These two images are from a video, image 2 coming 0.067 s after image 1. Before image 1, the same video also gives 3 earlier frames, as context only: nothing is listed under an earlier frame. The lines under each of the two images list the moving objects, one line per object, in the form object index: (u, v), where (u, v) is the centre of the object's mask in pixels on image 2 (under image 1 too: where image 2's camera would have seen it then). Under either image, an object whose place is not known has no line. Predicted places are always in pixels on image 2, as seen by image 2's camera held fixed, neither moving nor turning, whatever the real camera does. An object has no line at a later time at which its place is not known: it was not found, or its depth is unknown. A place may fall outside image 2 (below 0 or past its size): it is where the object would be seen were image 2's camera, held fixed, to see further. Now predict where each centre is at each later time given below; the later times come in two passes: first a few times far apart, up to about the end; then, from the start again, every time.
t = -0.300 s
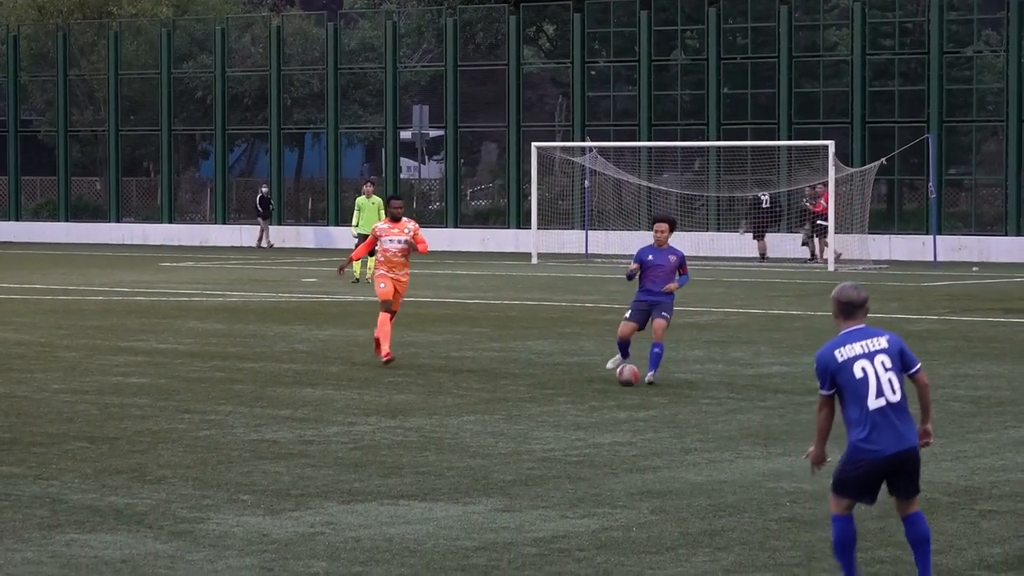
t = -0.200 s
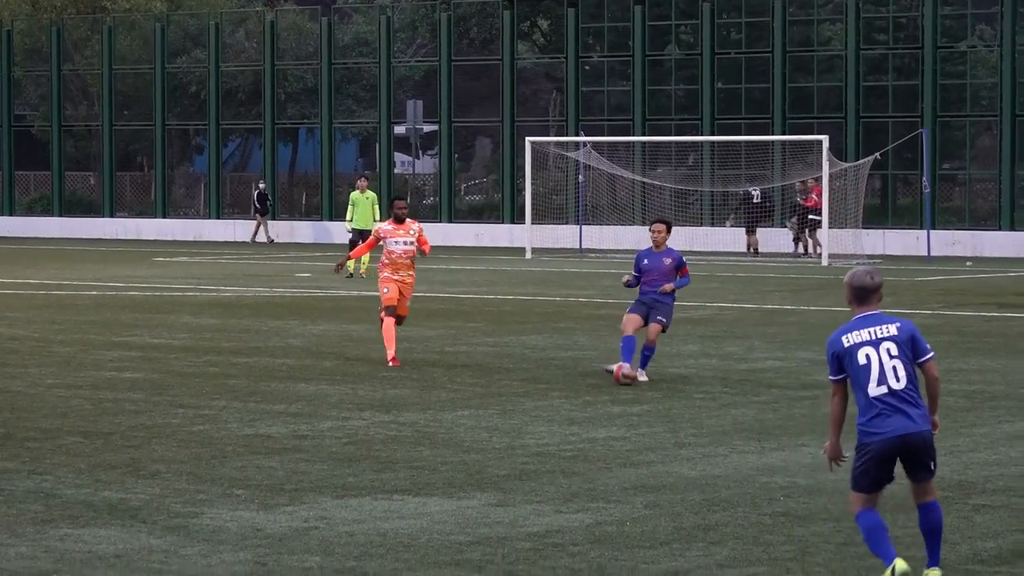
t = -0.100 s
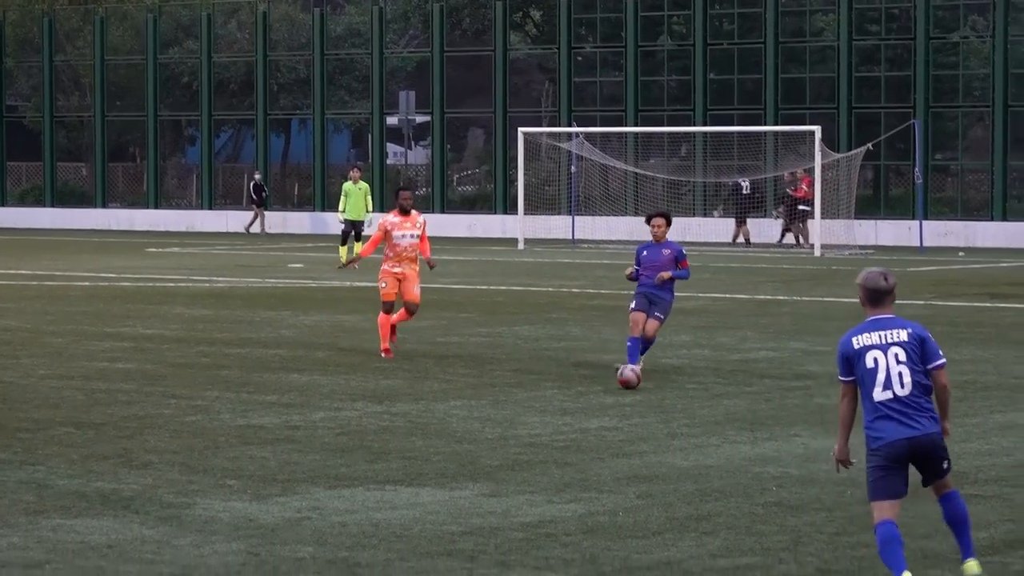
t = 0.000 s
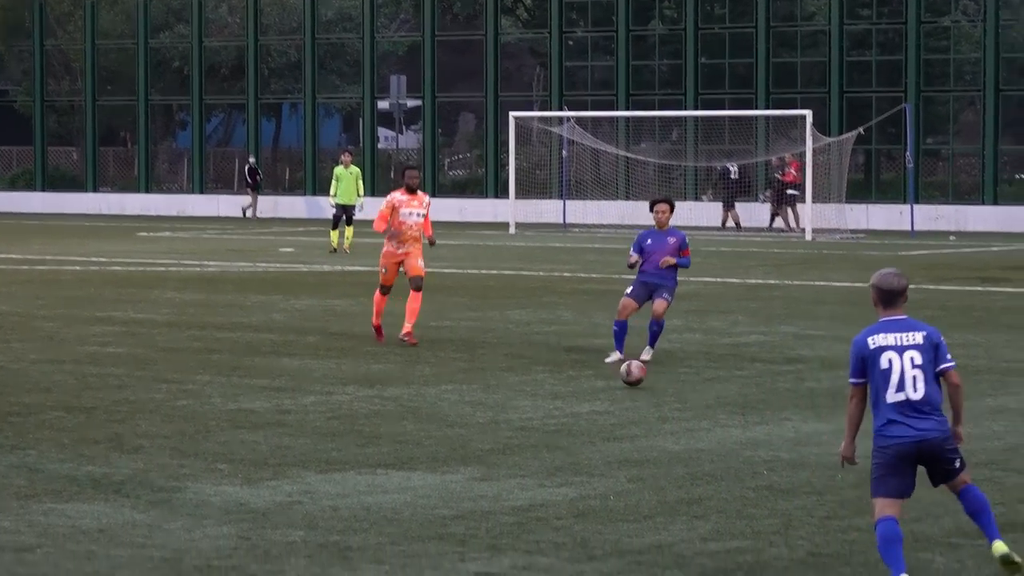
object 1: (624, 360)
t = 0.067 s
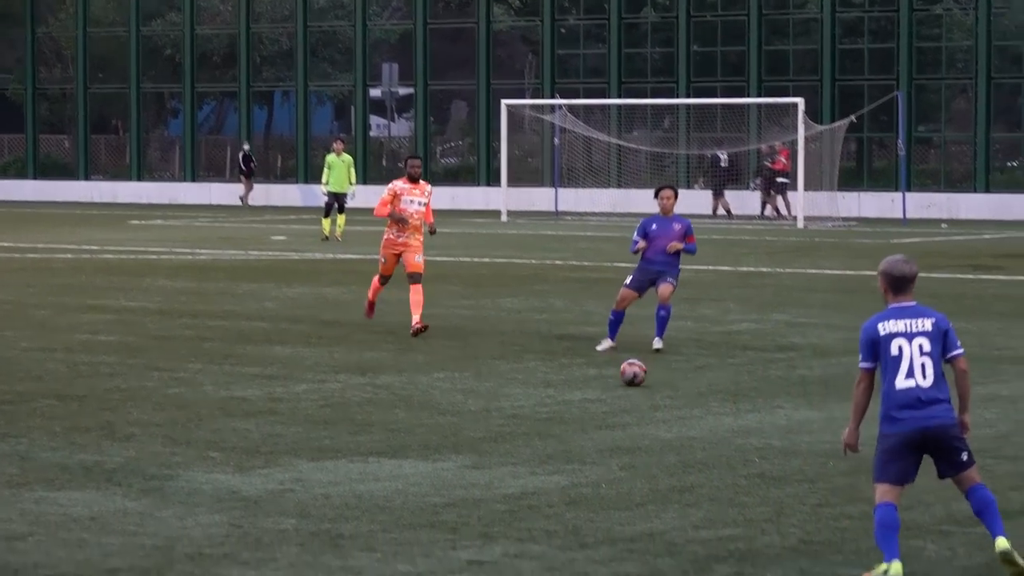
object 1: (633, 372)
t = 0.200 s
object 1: (652, 393)
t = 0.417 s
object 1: (685, 424)
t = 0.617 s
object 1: (719, 457)
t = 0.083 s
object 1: (635, 374)
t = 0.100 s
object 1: (637, 375)
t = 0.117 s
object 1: (639, 377)
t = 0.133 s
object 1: (641, 380)
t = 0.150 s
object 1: (644, 383)
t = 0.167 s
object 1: (646, 387)
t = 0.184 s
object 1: (649, 391)
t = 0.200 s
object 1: (652, 393)
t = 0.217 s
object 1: (654, 395)
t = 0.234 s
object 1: (657, 397)
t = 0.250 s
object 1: (659, 399)
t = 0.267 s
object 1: (661, 401)
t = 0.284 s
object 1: (664, 404)
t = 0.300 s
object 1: (666, 408)
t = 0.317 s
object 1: (669, 411)
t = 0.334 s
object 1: (671, 413)
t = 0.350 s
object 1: (674, 414)
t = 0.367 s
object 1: (677, 416)
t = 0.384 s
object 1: (679, 418)
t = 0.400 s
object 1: (682, 421)
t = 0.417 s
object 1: (685, 424)
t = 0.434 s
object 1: (688, 428)
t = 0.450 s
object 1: (690, 432)
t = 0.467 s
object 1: (693, 435)
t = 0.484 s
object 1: (696, 436)
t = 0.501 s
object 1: (698, 436)
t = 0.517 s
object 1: (701, 438)
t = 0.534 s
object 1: (704, 439)
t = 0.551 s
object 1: (707, 442)
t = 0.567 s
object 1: (710, 445)
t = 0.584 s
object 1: (713, 448)
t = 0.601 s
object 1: (716, 453)
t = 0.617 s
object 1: (719, 457)
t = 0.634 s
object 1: (723, 462)
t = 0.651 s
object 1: (726, 466)
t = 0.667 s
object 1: (729, 467)
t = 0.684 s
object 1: (733, 466)
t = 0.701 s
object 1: (736, 466)
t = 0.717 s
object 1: (740, 467)
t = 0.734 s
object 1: (744, 468)
